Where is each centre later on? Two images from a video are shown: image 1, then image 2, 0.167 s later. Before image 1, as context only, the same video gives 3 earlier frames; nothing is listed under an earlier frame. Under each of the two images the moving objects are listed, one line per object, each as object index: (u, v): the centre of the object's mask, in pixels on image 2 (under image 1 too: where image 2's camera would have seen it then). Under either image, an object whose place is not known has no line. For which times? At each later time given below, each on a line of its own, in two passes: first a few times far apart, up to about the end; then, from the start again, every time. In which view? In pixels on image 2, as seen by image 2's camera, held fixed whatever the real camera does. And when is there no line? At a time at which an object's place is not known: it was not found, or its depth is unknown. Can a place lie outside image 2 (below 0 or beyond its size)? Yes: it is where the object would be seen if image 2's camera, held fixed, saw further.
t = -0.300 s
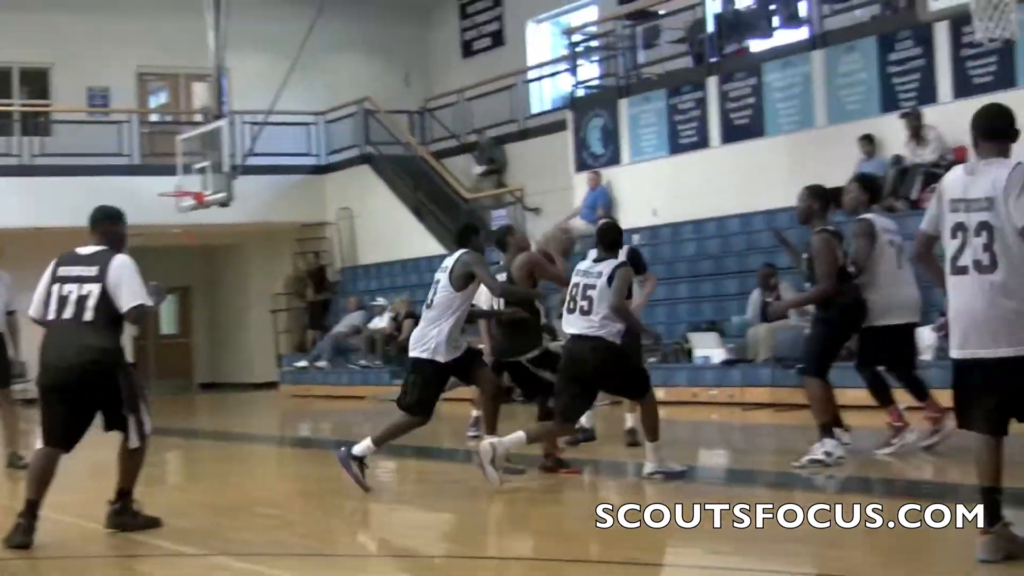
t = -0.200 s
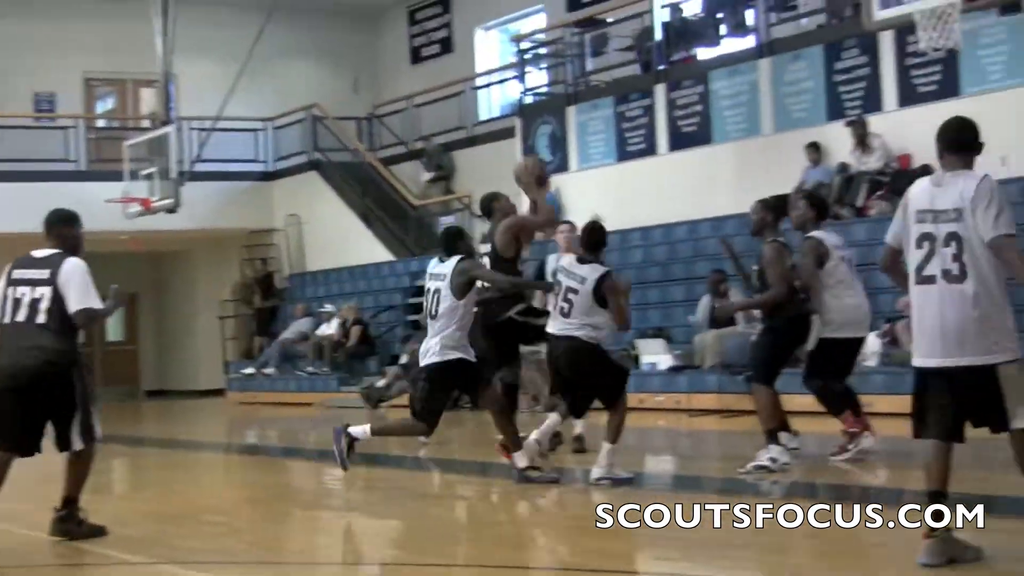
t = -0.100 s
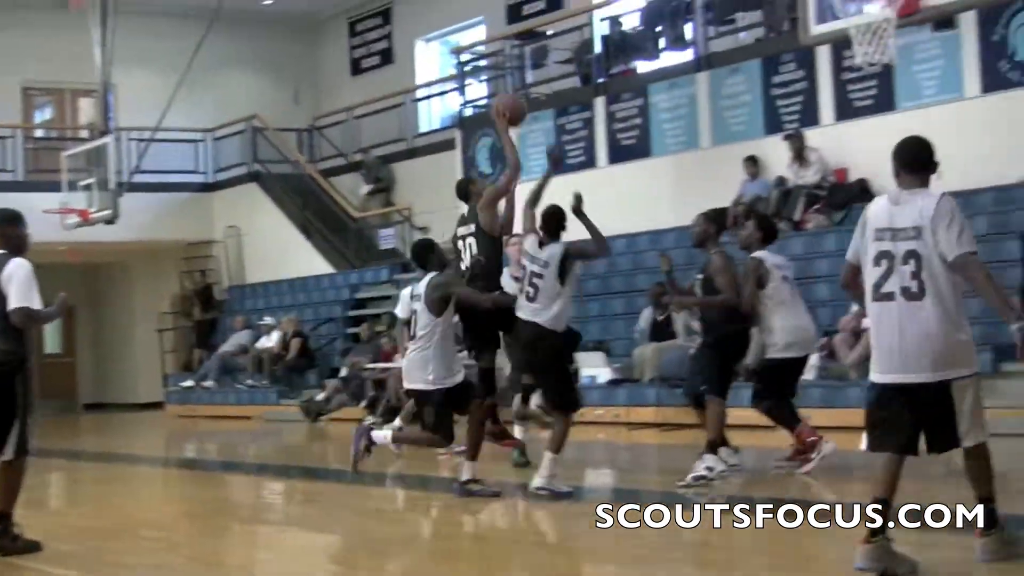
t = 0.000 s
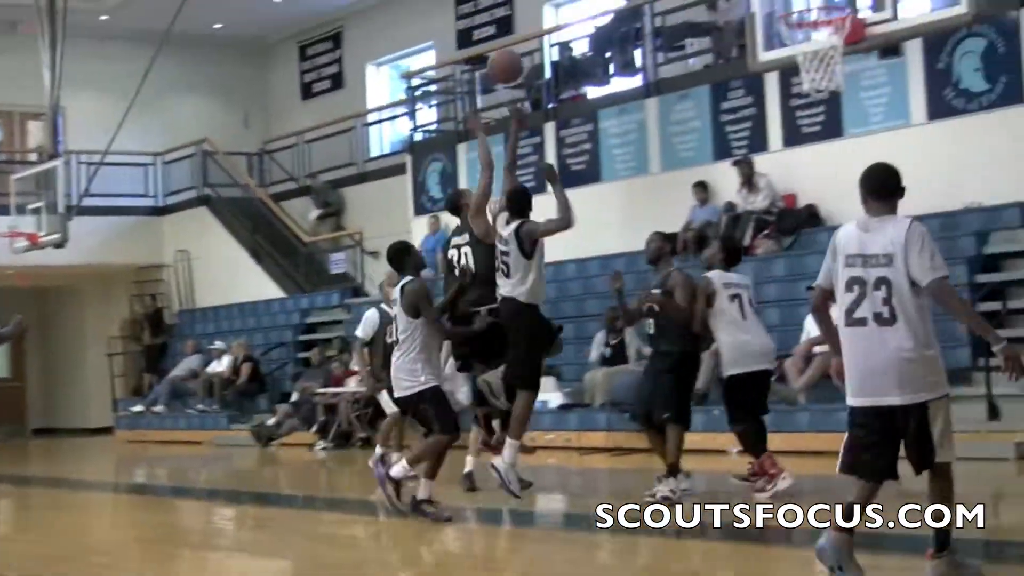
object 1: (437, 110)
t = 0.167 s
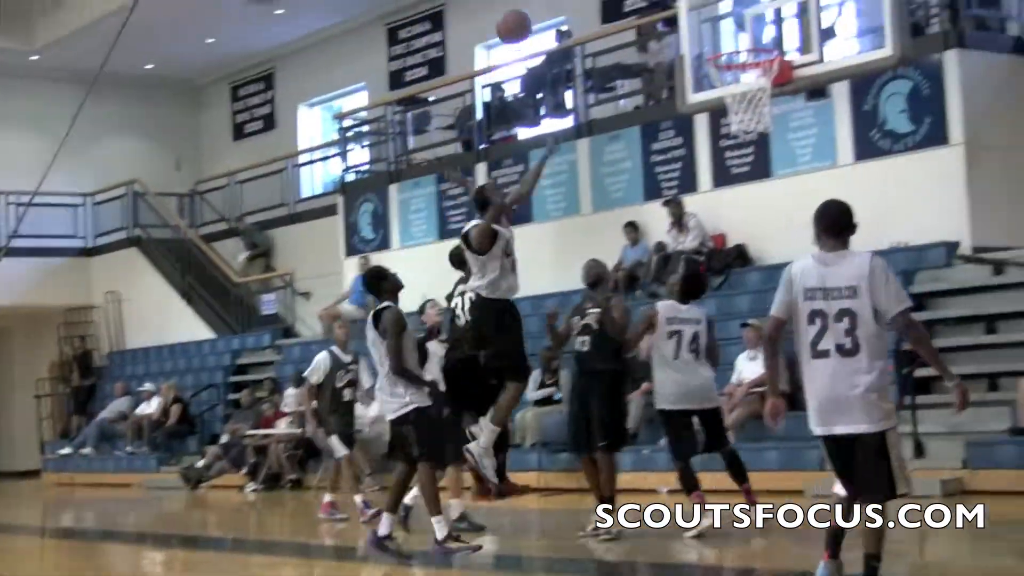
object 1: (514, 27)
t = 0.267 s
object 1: (561, -6)
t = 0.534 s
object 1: (686, -10)
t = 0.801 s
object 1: (734, 69)
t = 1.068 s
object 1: (729, 115)
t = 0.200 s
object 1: (529, 14)
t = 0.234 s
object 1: (545, 2)
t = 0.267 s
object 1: (561, -6)
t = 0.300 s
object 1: (576, -13)
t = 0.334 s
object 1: (591, -17)
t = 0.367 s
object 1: (606, -20)
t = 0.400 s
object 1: (621, -23)
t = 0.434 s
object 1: (638, -22)
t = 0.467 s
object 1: (654, -19)
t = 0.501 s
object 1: (669, -15)
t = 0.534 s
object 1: (686, -10)
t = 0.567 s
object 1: (703, -3)
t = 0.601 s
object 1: (720, 6)
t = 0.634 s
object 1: (738, 17)
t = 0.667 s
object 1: (747, 26)
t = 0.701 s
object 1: (744, 33)
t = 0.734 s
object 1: (741, 39)
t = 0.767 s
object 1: (739, 51)
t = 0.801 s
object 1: (734, 69)
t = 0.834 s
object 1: (729, 79)
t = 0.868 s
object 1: (728, 90)
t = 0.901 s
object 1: (725, 91)
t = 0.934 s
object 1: (726, 93)
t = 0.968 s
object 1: (727, 98)
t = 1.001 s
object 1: (728, 104)
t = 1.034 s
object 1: (728, 111)
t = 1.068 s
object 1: (729, 115)
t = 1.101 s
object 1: (731, 120)
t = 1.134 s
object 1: (731, 131)
